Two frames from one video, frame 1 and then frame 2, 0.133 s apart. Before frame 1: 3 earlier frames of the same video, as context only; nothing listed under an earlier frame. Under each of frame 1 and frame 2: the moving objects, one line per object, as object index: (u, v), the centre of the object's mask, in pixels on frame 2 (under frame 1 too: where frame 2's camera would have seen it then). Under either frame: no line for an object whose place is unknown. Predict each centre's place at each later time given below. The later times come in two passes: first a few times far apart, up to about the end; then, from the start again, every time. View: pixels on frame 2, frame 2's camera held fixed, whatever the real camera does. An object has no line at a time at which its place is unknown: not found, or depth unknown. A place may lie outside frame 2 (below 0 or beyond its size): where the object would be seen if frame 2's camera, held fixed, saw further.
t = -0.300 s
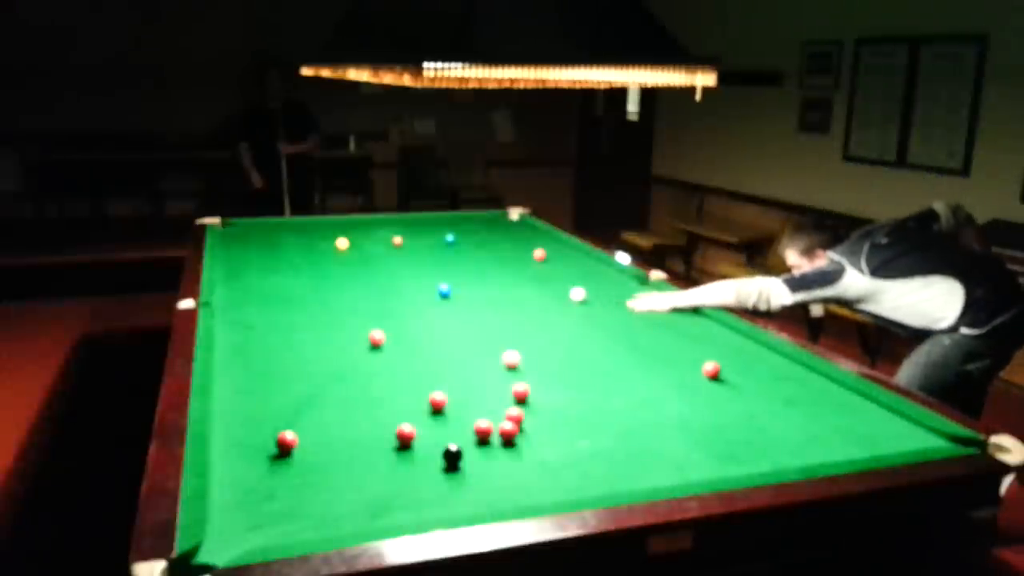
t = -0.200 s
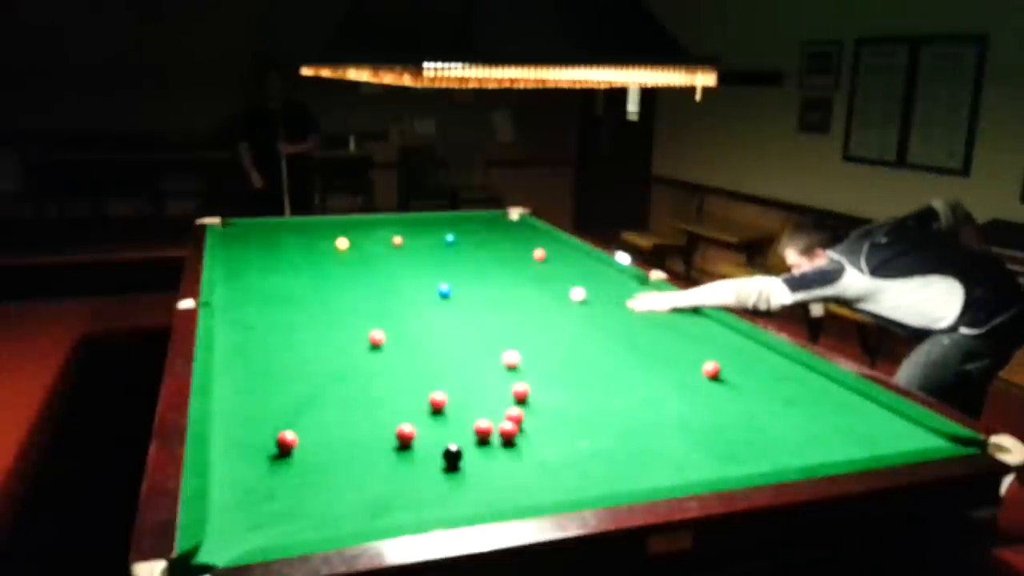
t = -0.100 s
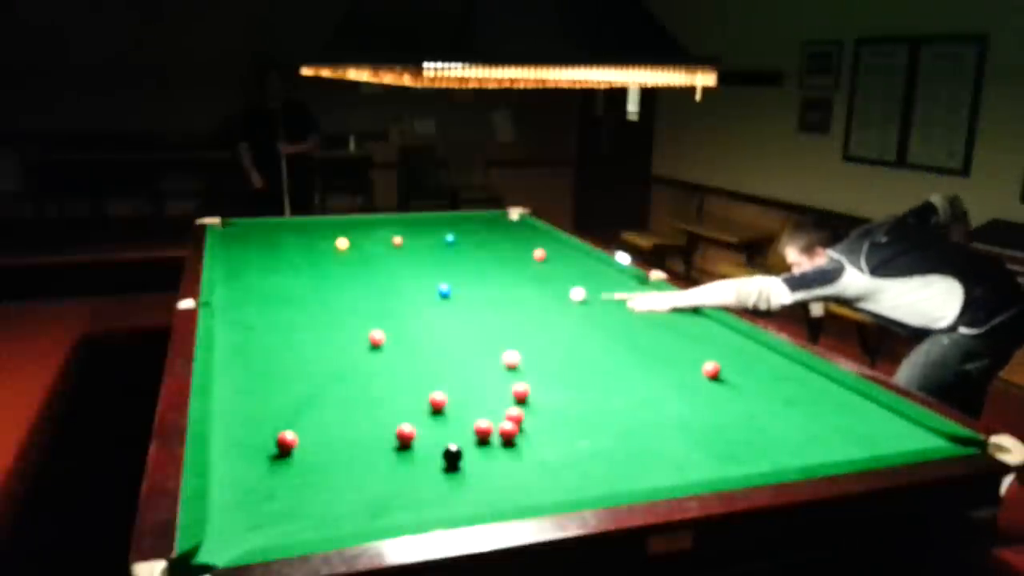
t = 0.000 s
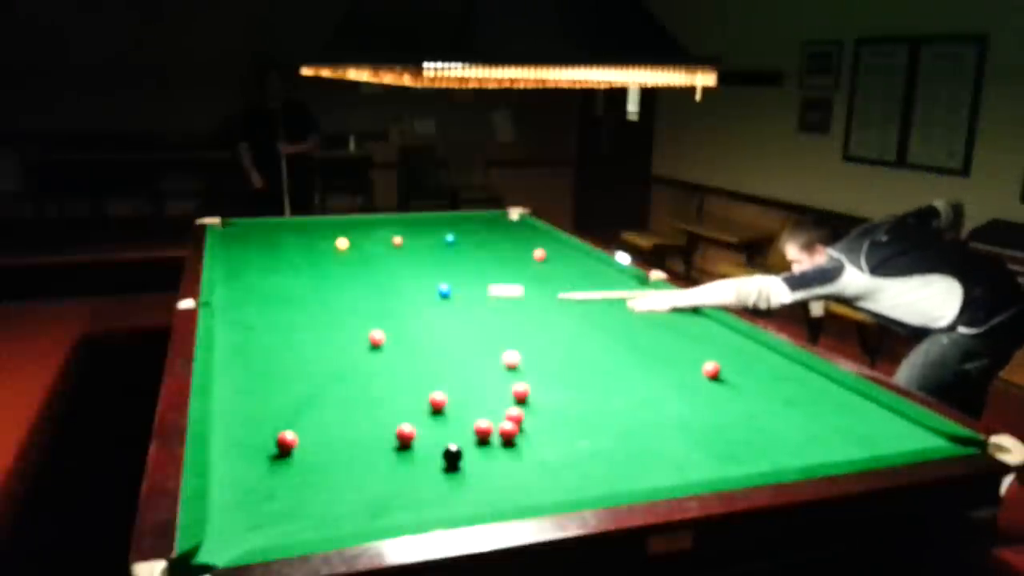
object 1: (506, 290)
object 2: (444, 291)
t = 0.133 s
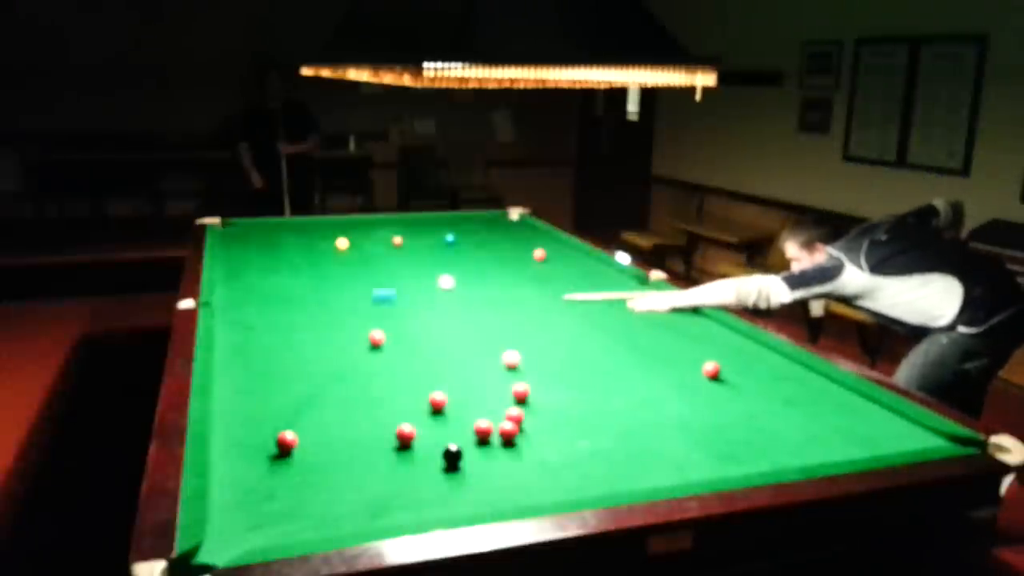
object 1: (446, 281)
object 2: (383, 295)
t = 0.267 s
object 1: (436, 273)
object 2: (285, 302)
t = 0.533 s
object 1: (424, 260)
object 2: (252, 306)
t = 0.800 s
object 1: (414, 249)
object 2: (321, 312)
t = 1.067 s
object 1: (408, 239)
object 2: (386, 318)
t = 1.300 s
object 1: (410, 232)
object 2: (443, 324)
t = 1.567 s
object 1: (413, 225)
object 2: (508, 330)
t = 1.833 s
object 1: (414, 219)
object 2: (573, 336)
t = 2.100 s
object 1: (426, 219)
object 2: (637, 341)
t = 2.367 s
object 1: (443, 222)
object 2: (701, 347)
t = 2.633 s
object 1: (459, 225)
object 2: (765, 353)
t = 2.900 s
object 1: (476, 228)
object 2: (765, 361)
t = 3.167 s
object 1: (491, 231)
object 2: (747, 371)
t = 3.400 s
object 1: (504, 234)
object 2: (731, 379)
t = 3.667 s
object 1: (518, 237)
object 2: (714, 386)
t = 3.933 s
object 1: (531, 239)
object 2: (696, 396)
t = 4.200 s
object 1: (544, 242)
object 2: (679, 404)
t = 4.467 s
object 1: (556, 245)
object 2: (662, 412)
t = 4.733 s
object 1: (567, 247)
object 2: (647, 418)
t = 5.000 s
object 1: (577, 249)
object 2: (633, 424)
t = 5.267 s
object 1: (578, 251)
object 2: (621, 429)
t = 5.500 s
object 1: (577, 252)
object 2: (612, 433)
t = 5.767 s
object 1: (577, 253)
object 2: (603, 436)
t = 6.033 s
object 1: (577, 254)
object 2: (597, 438)
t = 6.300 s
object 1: (577, 254)
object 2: (593, 439)
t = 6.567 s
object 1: (577, 255)
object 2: (592, 439)
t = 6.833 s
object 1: (576, 255)
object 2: (592, 440)
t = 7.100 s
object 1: (576, 255)
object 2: (592, 439)
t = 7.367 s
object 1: (576, 255)
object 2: (592, 439)
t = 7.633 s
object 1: (576, 255)
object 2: (592, 439)
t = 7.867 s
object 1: (576, 255)
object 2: (592, 440)
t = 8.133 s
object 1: (576, 255)
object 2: (592, 440)
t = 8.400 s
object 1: (576, 255)
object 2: (592, 440)
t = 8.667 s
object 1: (576, 255)
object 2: (592, 439)
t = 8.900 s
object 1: (576, 255)
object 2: (592, 440)
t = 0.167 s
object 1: (443, 279)
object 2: (358, 297)
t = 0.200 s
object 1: (440, 277)
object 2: (333, 299)
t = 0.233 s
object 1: (438, 274)
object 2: (308, 301)
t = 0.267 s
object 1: (436, 273)
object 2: (285, 302)
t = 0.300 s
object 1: (435, 271)
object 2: (261, 304)
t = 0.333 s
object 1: (433, 270)
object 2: (238, 306)
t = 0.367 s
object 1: (432, 268)
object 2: (217, 306)
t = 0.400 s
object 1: (430, 266)
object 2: (212, 303)
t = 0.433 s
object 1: (429, 265)
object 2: (218, 302)
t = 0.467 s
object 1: (427, 263)
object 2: (229, 304)
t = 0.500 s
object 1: (426, 261)
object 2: (241, 305)
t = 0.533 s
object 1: (424, 260)
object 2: (252, 306)
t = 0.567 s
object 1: (423, 258)
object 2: (262, 307)
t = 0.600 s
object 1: (422, 257)
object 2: (271, 308)
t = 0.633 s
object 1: (420, 256)
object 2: (280, 309)
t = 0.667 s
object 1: (419, 254)
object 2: (288, 310)
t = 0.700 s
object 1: (418, 253)
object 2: (296, 310)
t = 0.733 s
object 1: (416, 251)
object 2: (305, 311)
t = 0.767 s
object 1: (415, 250)
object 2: (313, 312)
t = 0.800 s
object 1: (414, 249)
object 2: (321, 312)
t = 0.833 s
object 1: (413, 247)
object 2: (329, 313)
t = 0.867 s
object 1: (412, 246)
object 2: (337, 315)
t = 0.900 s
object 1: (411, 245)
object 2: (346, 315)
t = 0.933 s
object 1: (410, 244)
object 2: (354, 315)
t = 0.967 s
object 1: (409, 243)
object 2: (362, 316)
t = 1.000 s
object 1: (408, 242)
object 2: (371, 317)
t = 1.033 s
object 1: (408, 240)
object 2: (379, 318)
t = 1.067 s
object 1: (408, 239)
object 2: (386, 318)
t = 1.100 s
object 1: (408, 239)
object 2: (394, 320)
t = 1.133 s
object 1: (409, 237)
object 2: (402, 320)
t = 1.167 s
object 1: (409, 236)
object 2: (410, 321)
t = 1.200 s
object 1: (409, 235)
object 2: (419, 322)
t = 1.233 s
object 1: (409, 234)
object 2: (427, 322)
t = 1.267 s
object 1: (410, 233)
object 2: (435, 323)
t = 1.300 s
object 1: (410, 232)
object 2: (443, 324)
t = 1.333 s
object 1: (410, 231)
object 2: (452, 325)
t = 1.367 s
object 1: (411, 230)
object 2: (460, 325)
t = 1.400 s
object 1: (411, 229)
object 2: (468, 326)
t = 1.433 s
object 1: (411, 229)
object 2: (476, 327)
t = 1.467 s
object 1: (412, 228)
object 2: (484, 328)
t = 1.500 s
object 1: (412, 227)
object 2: (492, 329)
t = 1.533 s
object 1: (412, 226)
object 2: (500, 329)
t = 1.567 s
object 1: (413, 225)
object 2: (508, 330)
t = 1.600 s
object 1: (413, 224)
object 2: (516, 331)
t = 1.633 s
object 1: (413, 224)
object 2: (524, 331)
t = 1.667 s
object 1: (413, 223)
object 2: (532, 332)
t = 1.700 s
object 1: (413, 222)
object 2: (540, 333)
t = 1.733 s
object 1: (414, 221)
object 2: (548, 334)
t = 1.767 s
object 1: (414, 220)
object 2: (556, 335)
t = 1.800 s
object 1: (414, 220)
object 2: (564, 335)
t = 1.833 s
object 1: (414, 219)
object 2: (573, 336)
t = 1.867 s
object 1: (415, 218)
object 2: (580, 337)
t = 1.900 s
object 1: (415, 217)
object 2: (589, 338)
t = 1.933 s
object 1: (415, 217)
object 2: (597, 338)
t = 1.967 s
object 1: (417, 217)
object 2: (604, 339)
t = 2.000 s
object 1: (419, 217)
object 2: (612, 339)
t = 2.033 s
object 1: (421, 218)
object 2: (621, 340)
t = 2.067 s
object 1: (423, 218)
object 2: (628, 341)
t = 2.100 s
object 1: (426, 219)
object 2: (637, 341)
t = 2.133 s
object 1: (428, 219)
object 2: (645, 342)
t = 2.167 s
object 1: (430, 219)
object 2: (653, 343)
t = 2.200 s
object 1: (432, 220)
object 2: (661, 344)
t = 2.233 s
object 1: (434, 220)
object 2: (669, 344)
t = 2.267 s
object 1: (436, 221)
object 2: (677, 345)
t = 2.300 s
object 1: (438, 221)
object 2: (685, 346)
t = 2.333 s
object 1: (441, 221)
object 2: (693, 346)
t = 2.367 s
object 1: (443, 222)
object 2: (701, 347)
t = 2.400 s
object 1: (445, 222)
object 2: (709, 348)
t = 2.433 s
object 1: (447, 223)
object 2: (717, 349)
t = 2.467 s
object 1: (449, 223)
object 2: (725, 350)
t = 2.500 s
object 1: (451, 223)
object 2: (733, 350)
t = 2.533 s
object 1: (453, 224)
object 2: (741, 351)
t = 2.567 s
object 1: (455, 224)
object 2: (749, 352)
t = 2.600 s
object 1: (457, 225)
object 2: (758, 353)
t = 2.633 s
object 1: (459, 225)
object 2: (765, 353)
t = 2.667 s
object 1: (461, 225)
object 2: (773, 353)
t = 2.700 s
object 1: (464, 226)
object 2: (778, 355)
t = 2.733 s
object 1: (466, 226)
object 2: (775, 356)
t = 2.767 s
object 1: (468, 226)
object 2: (773, 357)
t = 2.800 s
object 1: (470, 227)
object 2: (772, 358)
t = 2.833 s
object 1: (472, 227)
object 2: (769, 359)
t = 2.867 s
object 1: (474, 228)
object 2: (767, 360)
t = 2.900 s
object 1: (476, 228)
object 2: (765, 361)
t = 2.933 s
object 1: (477, 229)
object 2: (763, 363)
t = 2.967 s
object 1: (480, 229)
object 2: (760, 364)
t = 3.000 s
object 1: (481, 229)
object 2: (758, 365)
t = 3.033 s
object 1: (483, 230)
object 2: (756, 366)
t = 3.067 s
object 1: (485, 230)
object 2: (754, 367)
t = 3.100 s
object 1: (487, 230)
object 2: (751, 368)
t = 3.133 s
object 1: (489, 231)
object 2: (749, 370)
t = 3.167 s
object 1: (491, 231)
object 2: (747, 371)
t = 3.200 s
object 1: (493, 232)
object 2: (745, 372)
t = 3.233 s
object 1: (495, 232)
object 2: (743, 373)
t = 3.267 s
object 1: (497, 232)
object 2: (740, 374)
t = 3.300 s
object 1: (499, 233)
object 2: (738, 375)
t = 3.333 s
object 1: (500, 233)
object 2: (736, 376)
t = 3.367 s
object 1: (502, 233)
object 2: (733, 378)
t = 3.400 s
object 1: (504, 234)
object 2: (731, 379)
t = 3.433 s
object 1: (506, 234)
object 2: (729, 380)
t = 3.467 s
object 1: (508, 234)
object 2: (727, 381)
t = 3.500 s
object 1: (509, 235)
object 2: (725, 382)
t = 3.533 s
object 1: (511, 235)
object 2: (722, 383)
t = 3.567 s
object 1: (513, 236)
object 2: (720, 384)
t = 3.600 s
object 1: (515, 236)
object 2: (718, 385)
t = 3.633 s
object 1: (516, 236)
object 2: (716, 386)
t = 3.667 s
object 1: (518, 237)
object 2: (714, 386)
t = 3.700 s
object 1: (520, 237)
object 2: (712, 388)
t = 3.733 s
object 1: (522, 237)
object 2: (709, 389)
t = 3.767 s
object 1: (523, 238)
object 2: (707, 390)
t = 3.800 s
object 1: (525, 238)
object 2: (705, 392)
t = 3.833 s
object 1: (526, 238)
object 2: (703, 393)
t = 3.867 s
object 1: (528, 239)
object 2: (701, 394)
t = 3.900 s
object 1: (530, 239)
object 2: (698, 395)
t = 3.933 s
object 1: (531, 239)
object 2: (696, 396)
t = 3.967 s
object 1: (533, 240)
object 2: (694, 397)
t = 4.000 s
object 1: (535, 240)
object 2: (692, 398)
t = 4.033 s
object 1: (536, 241)
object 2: (690, 399)
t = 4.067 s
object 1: (538, 241)
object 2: (688, 400)
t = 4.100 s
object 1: (539, 241)
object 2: (686, 401)
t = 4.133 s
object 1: (541, 241)
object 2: (684, 402)
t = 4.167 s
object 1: (543, 242)
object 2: (681, 403)
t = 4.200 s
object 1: (544, 242)
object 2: (679, 404)
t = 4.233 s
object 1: (546, 242)
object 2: (677, 405)
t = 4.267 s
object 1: (547, 243)
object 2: (675, 406)
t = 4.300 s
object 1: (549, 243)
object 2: (673, 407)
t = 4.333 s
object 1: (550, 243)
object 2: (671, 408)
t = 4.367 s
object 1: (552, 244)
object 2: (669, 409)
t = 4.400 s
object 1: (553, 244)
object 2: (667, 410)
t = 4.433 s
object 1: (555, 244)
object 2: (664, 411)
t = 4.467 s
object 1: (556, 245)
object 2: (662, 412)
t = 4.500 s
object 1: (557, 245)
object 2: (660, 413)
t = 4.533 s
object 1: (559, 245)
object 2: (659, 414)
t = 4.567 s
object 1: (560, 245)
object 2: (656, 414)
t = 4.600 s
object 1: (561, 246)
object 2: (655, 415)
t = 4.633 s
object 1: (563, 246)
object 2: (653, 416)
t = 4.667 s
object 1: (564, 246)
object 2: (651, 417)
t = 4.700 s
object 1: (565, 247)
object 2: (649, 418)
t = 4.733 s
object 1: (567, 247)
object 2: (647, 418)
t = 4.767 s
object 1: (568, 247)
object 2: (645, 419)
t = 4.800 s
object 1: (569, 248)
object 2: (643, 420)
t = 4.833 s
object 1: (571, 248)
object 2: (642, 421)
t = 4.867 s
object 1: (572, 248)
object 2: (640, 422)
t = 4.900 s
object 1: (573, 248)
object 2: (638, 422)
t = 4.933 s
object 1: (574, 249)
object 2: (637, 423)
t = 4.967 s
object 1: (576, 249)
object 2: (635, 424)
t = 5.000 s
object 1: (577, 249)
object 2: (633, 424)
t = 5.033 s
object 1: (578, 250)
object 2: (632, 425)
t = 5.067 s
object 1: (578, 250)
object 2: (630, 426)
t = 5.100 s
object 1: (578, 250)
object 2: (628, 426)
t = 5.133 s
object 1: (578, 250)
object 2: (627, 427)
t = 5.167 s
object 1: (578, 250)
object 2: (626, 428)
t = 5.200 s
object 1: (578, 250)
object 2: (624, 428)
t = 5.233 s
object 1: (578, 251)
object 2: (623, 429)
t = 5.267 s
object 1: (578, 251)
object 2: (621, 429)
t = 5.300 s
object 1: (578, 251)
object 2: (620, 430)
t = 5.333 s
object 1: (578, 251)
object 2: (619, 431)
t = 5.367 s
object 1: (578, 251)
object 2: (617, 431)
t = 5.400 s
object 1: (578, 251)
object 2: (616, 432)
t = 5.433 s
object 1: (578, 252)
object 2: (615, 432)
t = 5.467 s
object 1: (578, 252)
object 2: (614, 432)
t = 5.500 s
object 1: (577, 252)
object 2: (612, 433)
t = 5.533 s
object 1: (577, 252)
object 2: (611, 433)
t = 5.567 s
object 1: (577, 252)
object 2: (610, 434)
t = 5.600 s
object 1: (577, 252)
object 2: (609, 434)
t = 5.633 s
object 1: (577, 253)
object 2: (608, 434)
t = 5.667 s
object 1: (577, 253)
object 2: (606, 435)
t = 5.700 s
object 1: (577, 253)
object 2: (606, 435)
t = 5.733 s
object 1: (577, 253)
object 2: (604, 435)
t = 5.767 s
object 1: (577, 253)
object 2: (603, 436)
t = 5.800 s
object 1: (577, 253)
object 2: (602, 436)
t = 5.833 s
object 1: (577, 253)
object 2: (601, 436)
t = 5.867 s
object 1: (577, 253)
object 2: (600, 437)
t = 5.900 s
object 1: (577, 254)
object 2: (600, 437)
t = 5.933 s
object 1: (577, 254)
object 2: (599, 437)
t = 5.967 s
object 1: (577, 254)
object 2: (598, 437)
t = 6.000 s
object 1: (577, 254)
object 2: (598, 438)
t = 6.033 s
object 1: (577, 254)
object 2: (597, 438)
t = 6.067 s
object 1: (577, 254)
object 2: (596, 438)
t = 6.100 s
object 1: (577, 254)
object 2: (596, 438)
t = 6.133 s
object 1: (577, 254)
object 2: (595, 438)
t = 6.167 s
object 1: (577, 254)
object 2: (595, 438)
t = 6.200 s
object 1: (577, 254)
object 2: (594, 439)
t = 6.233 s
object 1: (577, 254)
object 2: (594, 439)
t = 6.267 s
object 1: (577, 254)
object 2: (593, 439)
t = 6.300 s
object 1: (577, 254)
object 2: (593, 439)
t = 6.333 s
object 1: (577, 255)
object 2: (593, 439)
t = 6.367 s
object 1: (577, 255)
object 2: (592, 439)
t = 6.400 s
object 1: (577, 255)
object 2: (592, 440)
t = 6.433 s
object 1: (577, 255)
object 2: (592, 440)
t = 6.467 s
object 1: (577, 255)
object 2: (592, 439)
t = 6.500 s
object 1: (577, 255)
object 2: (592, 439)
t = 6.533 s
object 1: (577, 255)
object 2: (592, 439)
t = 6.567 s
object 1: (577, 255)
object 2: (592, 439)
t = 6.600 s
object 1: (577, 255)
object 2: (592, 440)
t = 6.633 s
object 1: (577, 255)
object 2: (591, 440)
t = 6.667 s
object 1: (576, 255)
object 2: (592, 439)
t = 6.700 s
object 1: (576, 255)
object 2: (592, 439)
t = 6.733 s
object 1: (576, 255)
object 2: (592, 439)
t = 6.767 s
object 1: (576, 255)
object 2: (592, 440)
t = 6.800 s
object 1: (576, 255)
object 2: (592, 440)
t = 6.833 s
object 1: (576, 255)
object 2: (592, 440)
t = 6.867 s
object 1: (576, 255)
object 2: (592, 439)
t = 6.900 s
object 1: (576, 255)
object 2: (592, 439)
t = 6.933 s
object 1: (576, 255)
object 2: (592, 439)
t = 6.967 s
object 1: (576, 255)
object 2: (592, 440)
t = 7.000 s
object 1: (576, 255)
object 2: (592, 439)
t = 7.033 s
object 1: (576, 255)
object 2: (592, 439)
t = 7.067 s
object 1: (576, 255)
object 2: (592, 440)
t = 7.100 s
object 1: (576, 255)
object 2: (592, 439)
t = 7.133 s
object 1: (576, 255)
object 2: (592, 440)
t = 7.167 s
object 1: (576, 255)
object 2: (592, 440)
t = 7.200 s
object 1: (576, 255)
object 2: (592, 439)
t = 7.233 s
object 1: (576, 255)
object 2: (592, 440)
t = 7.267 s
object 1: (576, 255)
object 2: (592, 439)
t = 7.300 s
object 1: (576, 255)
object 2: (592, 439)
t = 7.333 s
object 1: (576, 255)
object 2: (592, 439)
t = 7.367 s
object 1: (576, 255)
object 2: (592, 439)
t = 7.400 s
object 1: (576, 255)
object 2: (592, 439)
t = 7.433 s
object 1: (576, 255)
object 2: (592, 439)
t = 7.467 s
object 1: (576, 255)
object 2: (592, 439)
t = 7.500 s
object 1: (576, 255)
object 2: (592, 439)
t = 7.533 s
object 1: (576, 255)
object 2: (592, 439)
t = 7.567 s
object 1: (576, 255)
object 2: (592, 439)
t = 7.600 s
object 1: (576, 255)
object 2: (592, 439)
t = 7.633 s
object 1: (576, 255)
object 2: (592, 439)
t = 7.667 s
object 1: (576, 255)
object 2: (592, 439)
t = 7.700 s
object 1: (576, 255)
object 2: (592, 440)
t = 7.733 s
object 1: (576, 255)
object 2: (592, 439)
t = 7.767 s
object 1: (576, 255)
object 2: (592, 439)
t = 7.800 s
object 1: (576, 255)
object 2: (592, 439)
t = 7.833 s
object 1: (576, 255)
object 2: (592, 440)
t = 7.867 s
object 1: (576, 255)
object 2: (592, 440)
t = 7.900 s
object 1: (576, 255)
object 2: (592, 439)
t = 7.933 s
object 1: (576, 255)
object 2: (592, 440)
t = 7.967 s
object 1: (576, 255)
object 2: (592, 439)
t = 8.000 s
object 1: (576, 255)
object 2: (592, 440)
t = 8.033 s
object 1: (576, 255)
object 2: (592, 440)
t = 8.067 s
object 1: (576, 255)
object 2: (592, 440)
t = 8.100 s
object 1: (576, 255)
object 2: (592, 440)
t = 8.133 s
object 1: (576, 255)
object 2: (592, 440)
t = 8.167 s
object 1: (576, 255)
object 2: (592, 439)
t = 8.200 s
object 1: (576, 255)
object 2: (592, 440)
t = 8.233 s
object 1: (576, 255)
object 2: (592, 440)
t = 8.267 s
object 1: (576, 255)
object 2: (592, 440)
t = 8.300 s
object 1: (576, 255)
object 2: (592, 440)
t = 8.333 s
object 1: (576, 255)
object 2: (592, 440)
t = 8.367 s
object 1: (576, 255)
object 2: (592, 440)
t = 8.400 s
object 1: (576, 255)
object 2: (592, 440)
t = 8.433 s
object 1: (576, 255)
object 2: (592, 440)
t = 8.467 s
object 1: (576, 255)
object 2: (592, 440)
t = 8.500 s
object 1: (576, 255)
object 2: (592, 440)
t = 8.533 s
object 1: (576, 255)
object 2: (592, 440)
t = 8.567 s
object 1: (576, 255)
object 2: (592, 440)
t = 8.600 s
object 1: (576, 255)
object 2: (592, 440)
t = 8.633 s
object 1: (576, 255)
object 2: (592, 439)
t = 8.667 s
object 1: (576, 255)
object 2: (592, 439)
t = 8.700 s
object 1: (576, 255)
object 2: (592, 440)
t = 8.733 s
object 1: (576, 255)
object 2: (592, 440)
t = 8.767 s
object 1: (576, 255)
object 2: (592, 440)
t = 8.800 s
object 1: (576, 255)
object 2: (592, 440)
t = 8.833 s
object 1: (576, 255)
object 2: (592, 440)
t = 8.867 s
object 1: (576, 255)
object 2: (592, 440)
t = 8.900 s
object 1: (576, 255)
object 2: (592, 440)
